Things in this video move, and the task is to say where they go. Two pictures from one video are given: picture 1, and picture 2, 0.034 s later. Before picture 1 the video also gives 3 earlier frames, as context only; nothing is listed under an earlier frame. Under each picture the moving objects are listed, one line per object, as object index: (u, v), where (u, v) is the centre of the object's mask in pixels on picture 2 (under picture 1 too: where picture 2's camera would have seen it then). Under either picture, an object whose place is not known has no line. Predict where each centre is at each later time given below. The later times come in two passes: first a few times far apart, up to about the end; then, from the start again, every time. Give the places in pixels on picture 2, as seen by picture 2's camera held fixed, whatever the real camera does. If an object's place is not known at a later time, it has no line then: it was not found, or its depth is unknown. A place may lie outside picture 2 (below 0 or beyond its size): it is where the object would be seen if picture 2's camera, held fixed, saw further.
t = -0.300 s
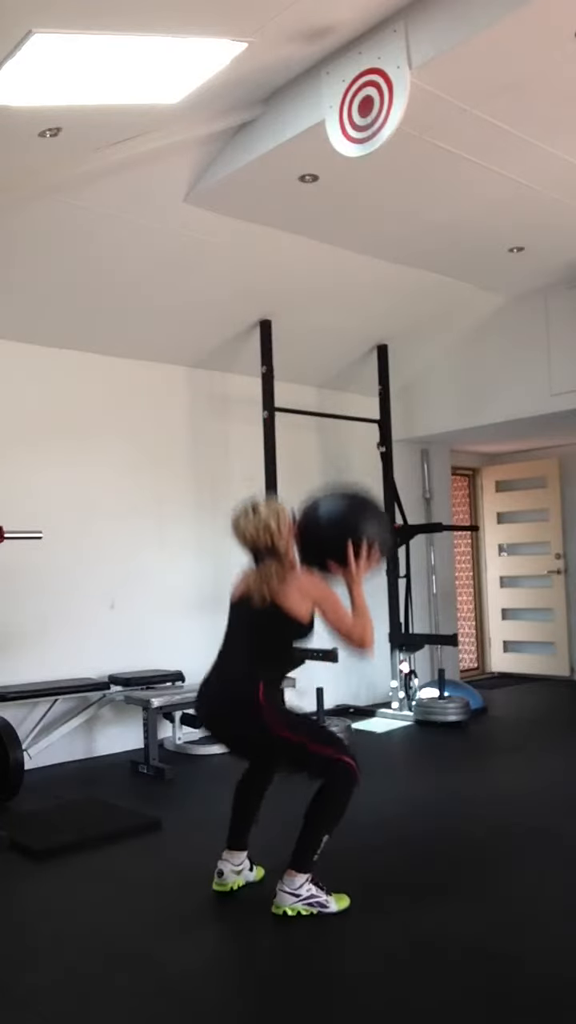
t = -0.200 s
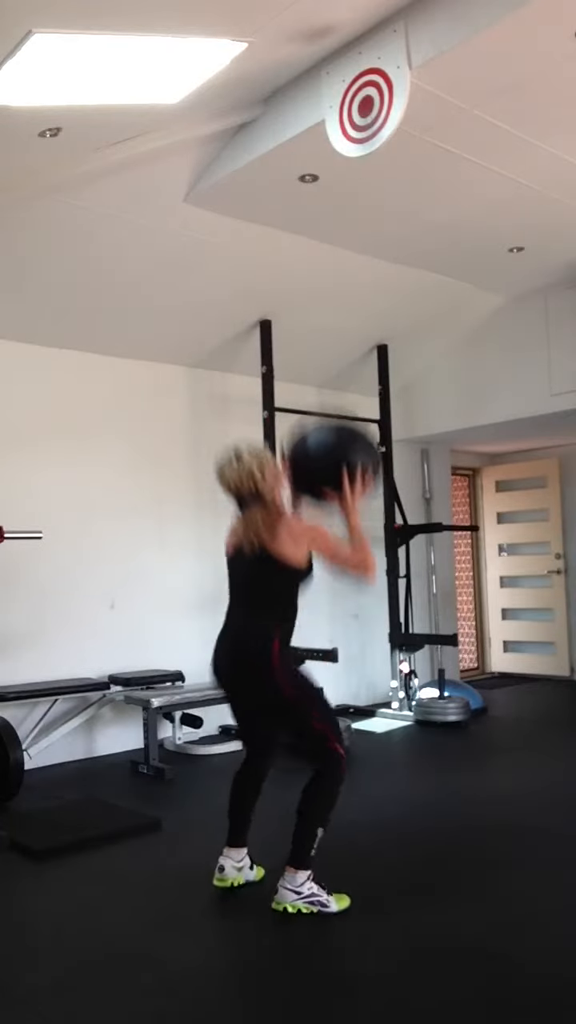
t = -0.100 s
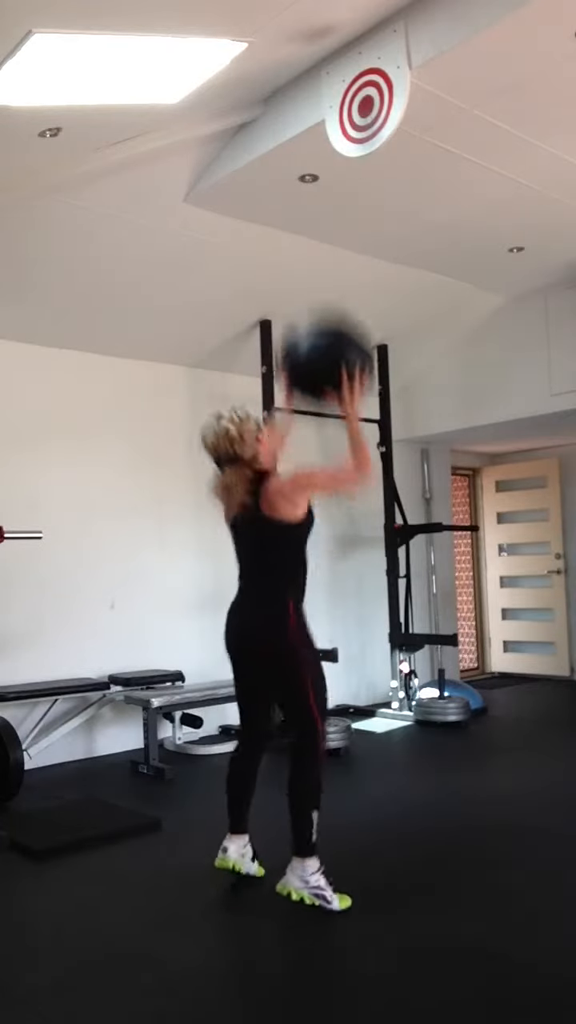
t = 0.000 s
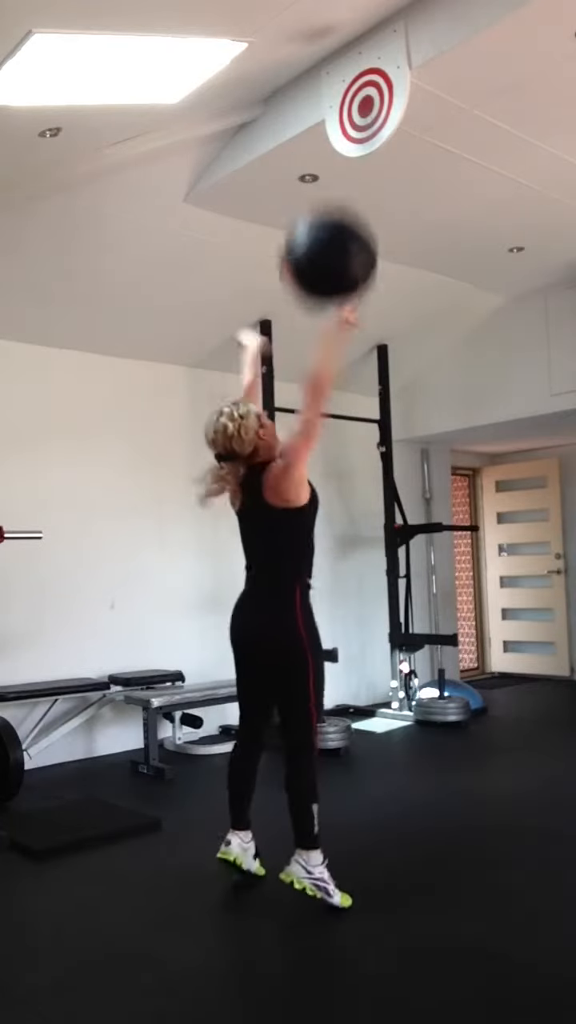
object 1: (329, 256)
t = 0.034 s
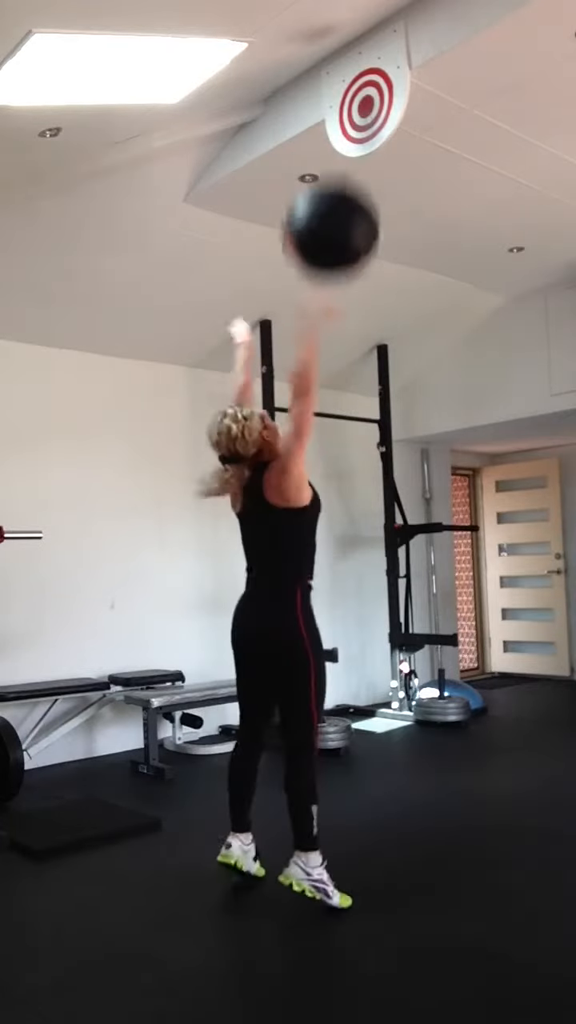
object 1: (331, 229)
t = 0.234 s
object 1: (345, 118)
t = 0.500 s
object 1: (339, 118)
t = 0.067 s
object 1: (333, 204)
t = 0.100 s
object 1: (334, 182)
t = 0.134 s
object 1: (337, 162)
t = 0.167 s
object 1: (339, 145)
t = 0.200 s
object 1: (341, 130)
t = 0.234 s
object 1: (345, 118)
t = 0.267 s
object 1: (347, 110)
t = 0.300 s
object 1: (350, 106)
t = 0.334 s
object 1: (349, 103)
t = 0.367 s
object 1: (347, 102)
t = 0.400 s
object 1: (346, 102)
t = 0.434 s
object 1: (344, 104)
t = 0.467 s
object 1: (342, 109)
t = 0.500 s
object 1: (339, 118)
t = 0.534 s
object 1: (337, 129)
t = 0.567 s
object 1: (336, 143)
